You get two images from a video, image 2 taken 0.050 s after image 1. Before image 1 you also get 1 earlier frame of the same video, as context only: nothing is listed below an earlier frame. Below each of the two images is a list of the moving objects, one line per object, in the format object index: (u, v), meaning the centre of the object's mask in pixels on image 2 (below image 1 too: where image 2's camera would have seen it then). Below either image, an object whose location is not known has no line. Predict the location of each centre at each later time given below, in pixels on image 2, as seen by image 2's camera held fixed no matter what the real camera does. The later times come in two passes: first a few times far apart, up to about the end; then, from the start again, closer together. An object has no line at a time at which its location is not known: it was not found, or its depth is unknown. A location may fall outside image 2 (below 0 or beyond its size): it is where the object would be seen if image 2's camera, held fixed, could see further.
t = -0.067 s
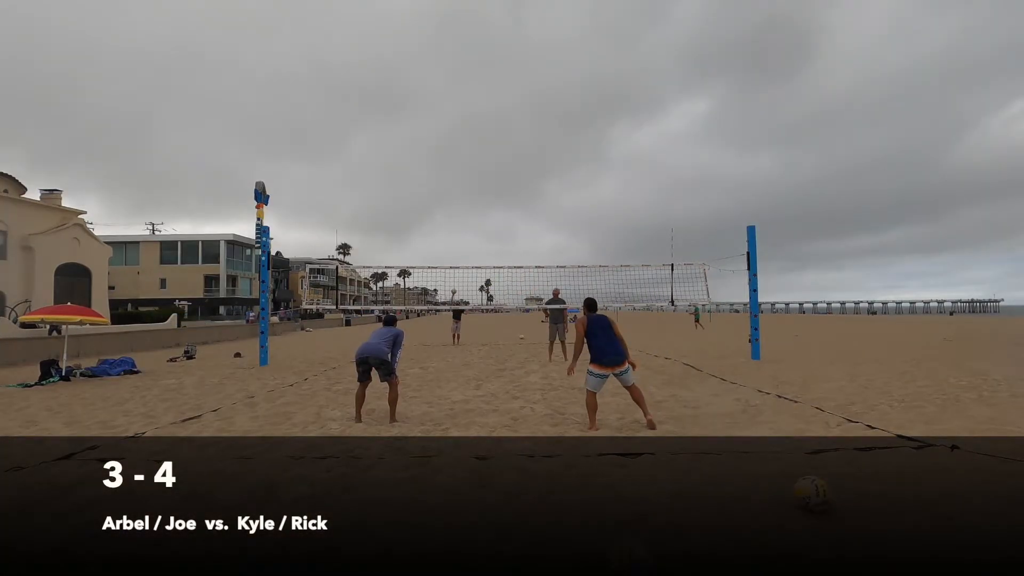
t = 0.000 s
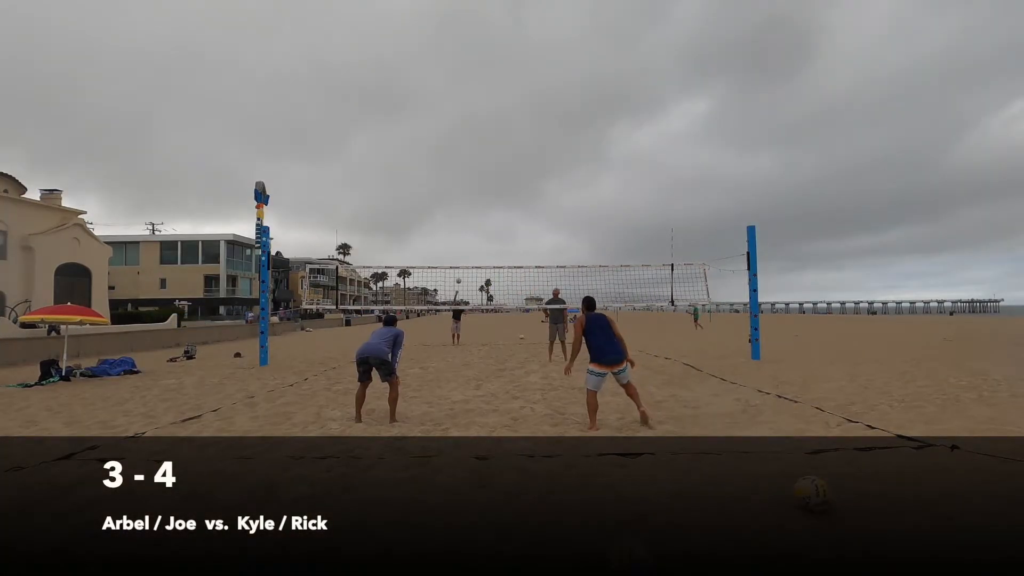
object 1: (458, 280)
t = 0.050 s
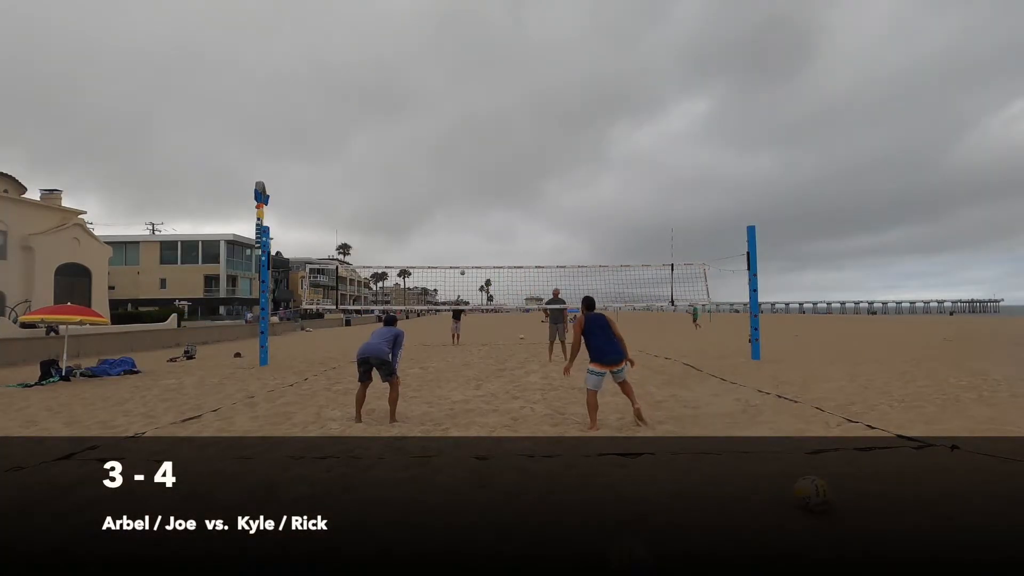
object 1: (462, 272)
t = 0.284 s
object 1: (481, 237)
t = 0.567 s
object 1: (506, 208)
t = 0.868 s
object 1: (537, 201)
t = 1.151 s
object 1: (573, 223)
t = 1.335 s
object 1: (601, 260)
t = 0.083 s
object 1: (465, 267)
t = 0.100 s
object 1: (467, 264)
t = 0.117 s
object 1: (468, 261)
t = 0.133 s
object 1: (469, 258)
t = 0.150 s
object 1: (470, 256)
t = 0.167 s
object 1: (472, 253)
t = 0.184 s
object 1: (473, 251)
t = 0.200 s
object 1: (475, 249)
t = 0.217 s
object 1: (476, 246)
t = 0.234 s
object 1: (477, 244)
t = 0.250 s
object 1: (479, 242)
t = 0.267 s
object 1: (480, 239)
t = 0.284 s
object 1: (481, 237)
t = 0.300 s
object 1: (483, 235)
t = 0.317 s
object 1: (484, 233)
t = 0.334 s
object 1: (486, 231)
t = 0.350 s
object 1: (487, 229)
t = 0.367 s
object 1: (488, 227)
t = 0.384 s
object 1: (490, 225)
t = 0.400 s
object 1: (491, 224)
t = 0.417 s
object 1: (493, 221)
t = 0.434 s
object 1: (494, 218)
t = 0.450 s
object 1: (495, 217)
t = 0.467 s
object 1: (495, 214)
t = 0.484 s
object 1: (497, 214)
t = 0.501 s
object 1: (499, 213)
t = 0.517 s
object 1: (501, 212)
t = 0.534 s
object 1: (503, 211)
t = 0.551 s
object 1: (504, 209)
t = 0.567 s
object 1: (506, 208)
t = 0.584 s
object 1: (508, 208)
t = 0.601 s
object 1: (509, 207)
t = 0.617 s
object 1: (511, 206)
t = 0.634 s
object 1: (513, 205)
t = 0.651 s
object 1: (515, 204)
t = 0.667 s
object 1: (516, 204)
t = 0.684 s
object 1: (518, 203)
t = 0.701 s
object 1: (520, 202)
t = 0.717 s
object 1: (521, 202)
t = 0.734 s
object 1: (523, 202)
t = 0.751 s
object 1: (525, 201)
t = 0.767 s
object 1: (527, 201)
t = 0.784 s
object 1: (528, 201)
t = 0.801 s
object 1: (530, 201)
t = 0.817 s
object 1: (532, 201)
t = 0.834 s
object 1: (534, 201)
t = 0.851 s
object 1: (536, 201)
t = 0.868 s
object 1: (537, 201)
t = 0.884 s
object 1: (539, 201)
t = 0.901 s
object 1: (541, 202)
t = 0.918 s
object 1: (543, 202)
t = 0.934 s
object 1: (545, 203)
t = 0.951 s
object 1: (547, 203)
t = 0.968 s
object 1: (549, 204)
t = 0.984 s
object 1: (551, 205)
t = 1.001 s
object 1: (553, 206)
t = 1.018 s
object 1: (555, 207)
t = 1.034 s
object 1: (557, 209)
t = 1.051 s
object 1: (560, 210)
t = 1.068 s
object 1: (562, 212)
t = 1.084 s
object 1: (564, 214)
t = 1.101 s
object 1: (566, 216)
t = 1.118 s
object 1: (569, 218)
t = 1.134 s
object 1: (571, 220)
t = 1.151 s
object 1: (573, 223)
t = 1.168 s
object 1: (576, 225)
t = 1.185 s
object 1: (578, 228)
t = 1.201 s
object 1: (580, 231)
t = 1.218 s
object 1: (583, 234)
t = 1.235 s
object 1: (585, 237)
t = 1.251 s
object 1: (588, 240)
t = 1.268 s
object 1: (590, 244)
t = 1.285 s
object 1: (593, 248)
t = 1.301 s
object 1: (595, 252)
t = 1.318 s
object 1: (598, 256)
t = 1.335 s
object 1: (601, 260)
